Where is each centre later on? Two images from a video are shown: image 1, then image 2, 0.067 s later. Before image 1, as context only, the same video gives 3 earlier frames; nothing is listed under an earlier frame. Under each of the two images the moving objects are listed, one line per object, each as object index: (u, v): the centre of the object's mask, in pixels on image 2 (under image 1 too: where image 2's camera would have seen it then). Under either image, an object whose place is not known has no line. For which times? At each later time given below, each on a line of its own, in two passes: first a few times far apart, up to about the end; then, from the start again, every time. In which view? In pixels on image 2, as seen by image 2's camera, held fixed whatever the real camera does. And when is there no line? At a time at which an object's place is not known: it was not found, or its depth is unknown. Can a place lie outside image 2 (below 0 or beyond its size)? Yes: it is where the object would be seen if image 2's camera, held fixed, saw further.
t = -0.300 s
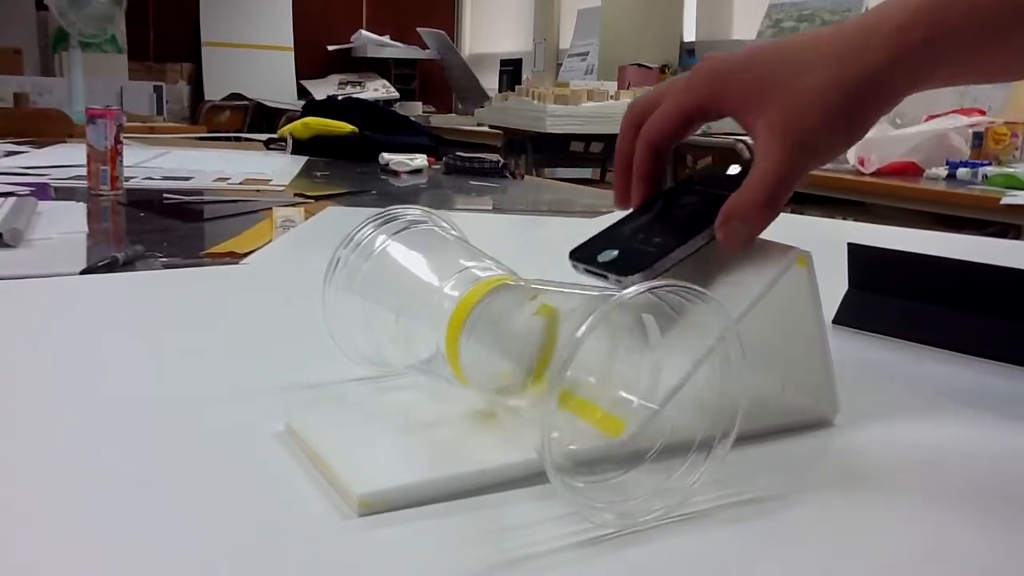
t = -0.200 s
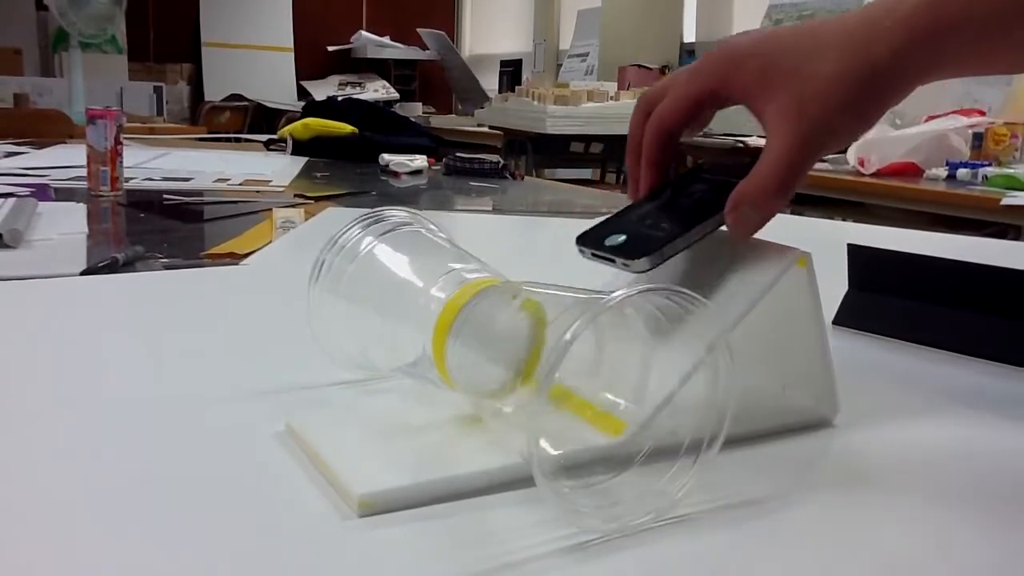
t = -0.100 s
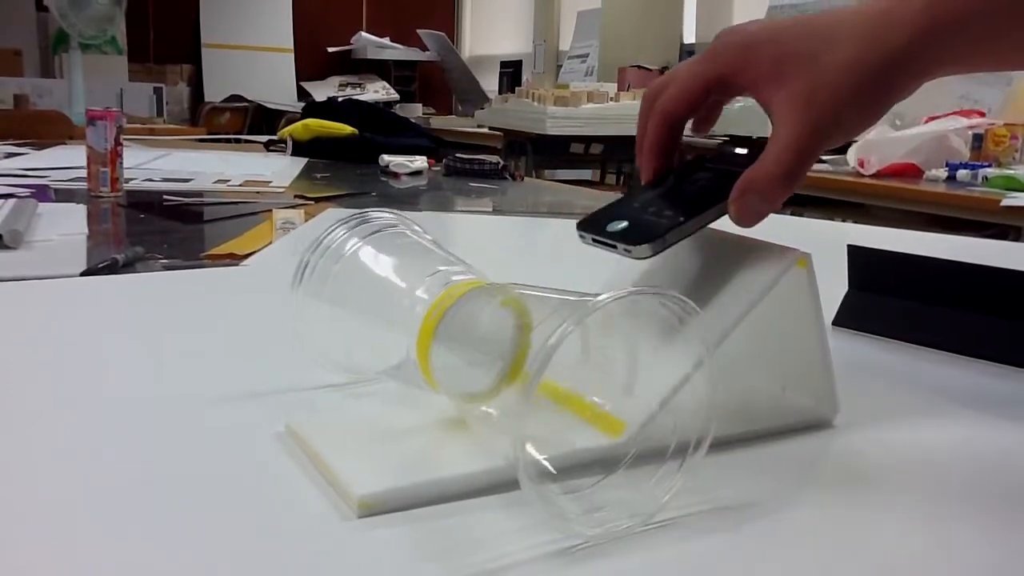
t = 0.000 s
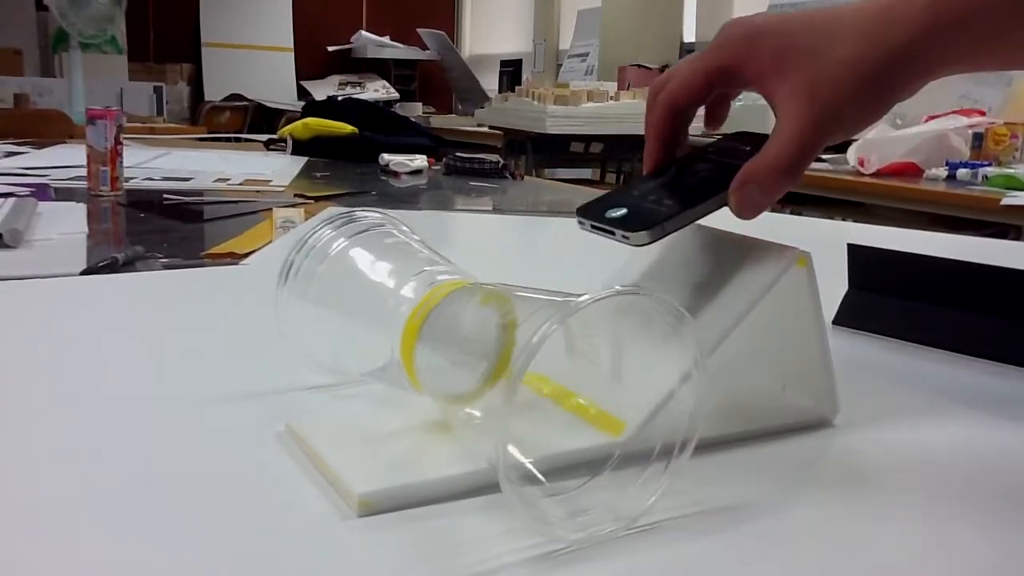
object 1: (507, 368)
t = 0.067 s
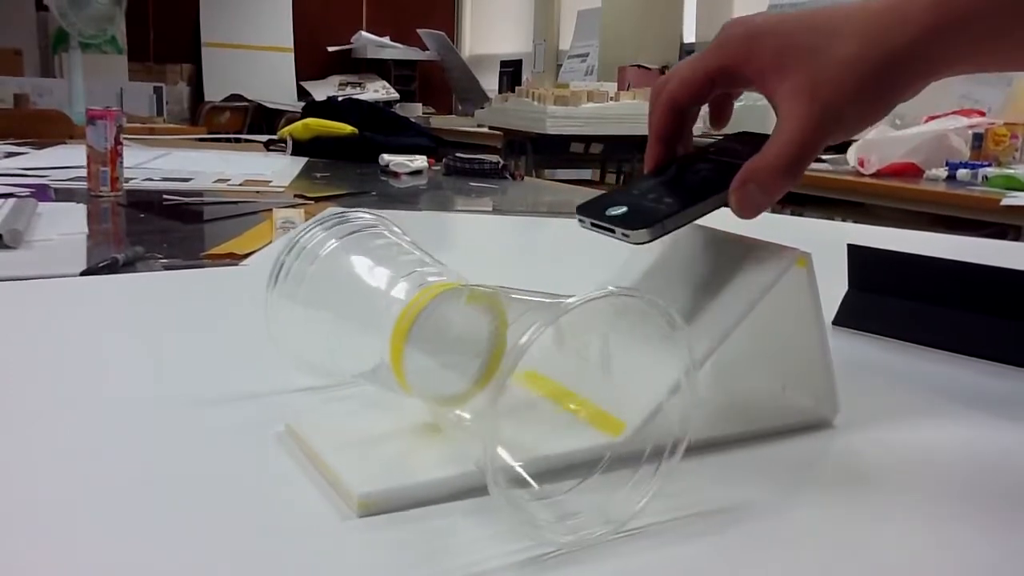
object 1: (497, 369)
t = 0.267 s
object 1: (468, 375)
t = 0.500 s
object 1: (432, 383)
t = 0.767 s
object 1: (385, 393)
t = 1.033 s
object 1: (330, 394)
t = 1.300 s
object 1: (281, 399)
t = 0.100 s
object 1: (491, 370)
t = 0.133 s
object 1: (487, 371)
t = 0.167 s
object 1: (482, 372)
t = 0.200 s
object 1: (478, 373)
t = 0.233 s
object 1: (474, 374)
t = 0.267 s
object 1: (468, 375)
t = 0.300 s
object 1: (464, 376)
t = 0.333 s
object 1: (459, 377)
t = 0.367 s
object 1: (454, 378)
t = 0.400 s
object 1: (448, 379)
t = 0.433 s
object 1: (443, 380)
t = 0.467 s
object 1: (437, 381)
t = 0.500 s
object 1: (432, 383)
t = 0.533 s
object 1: (425, 383)
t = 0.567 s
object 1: (419, 385)
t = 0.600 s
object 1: (414, 387)
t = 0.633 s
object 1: (408, 388)
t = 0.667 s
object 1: (401, 390)
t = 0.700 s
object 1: (396, 392)
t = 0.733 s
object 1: (389, 392)
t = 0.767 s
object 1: (385, 393)
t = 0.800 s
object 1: (378, 394)
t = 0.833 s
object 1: (372, 395)
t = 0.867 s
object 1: (366, 395)
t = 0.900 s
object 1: (358, 393)
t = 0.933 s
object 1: (351, 393)
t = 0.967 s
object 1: (344, 394)
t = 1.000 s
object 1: (337, 394)
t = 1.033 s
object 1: (330, 394)
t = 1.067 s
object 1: (325, 394)
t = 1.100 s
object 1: (319, 393)
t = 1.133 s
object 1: (314, 395)
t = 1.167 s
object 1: (308, 396)
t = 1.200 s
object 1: (291, 397)
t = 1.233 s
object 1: (293, 397)
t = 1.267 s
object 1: (288, 398)
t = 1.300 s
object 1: (281, 399)
